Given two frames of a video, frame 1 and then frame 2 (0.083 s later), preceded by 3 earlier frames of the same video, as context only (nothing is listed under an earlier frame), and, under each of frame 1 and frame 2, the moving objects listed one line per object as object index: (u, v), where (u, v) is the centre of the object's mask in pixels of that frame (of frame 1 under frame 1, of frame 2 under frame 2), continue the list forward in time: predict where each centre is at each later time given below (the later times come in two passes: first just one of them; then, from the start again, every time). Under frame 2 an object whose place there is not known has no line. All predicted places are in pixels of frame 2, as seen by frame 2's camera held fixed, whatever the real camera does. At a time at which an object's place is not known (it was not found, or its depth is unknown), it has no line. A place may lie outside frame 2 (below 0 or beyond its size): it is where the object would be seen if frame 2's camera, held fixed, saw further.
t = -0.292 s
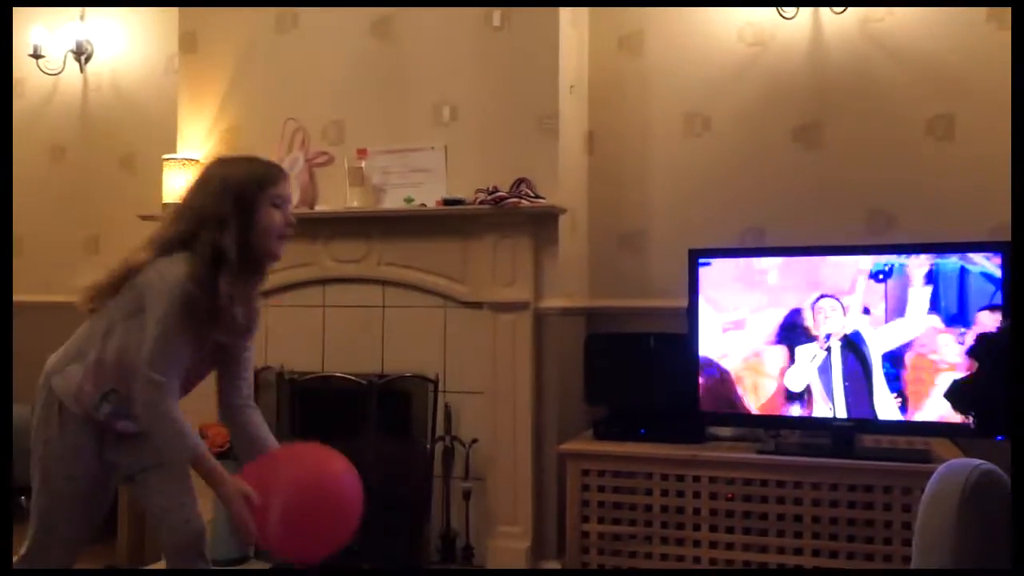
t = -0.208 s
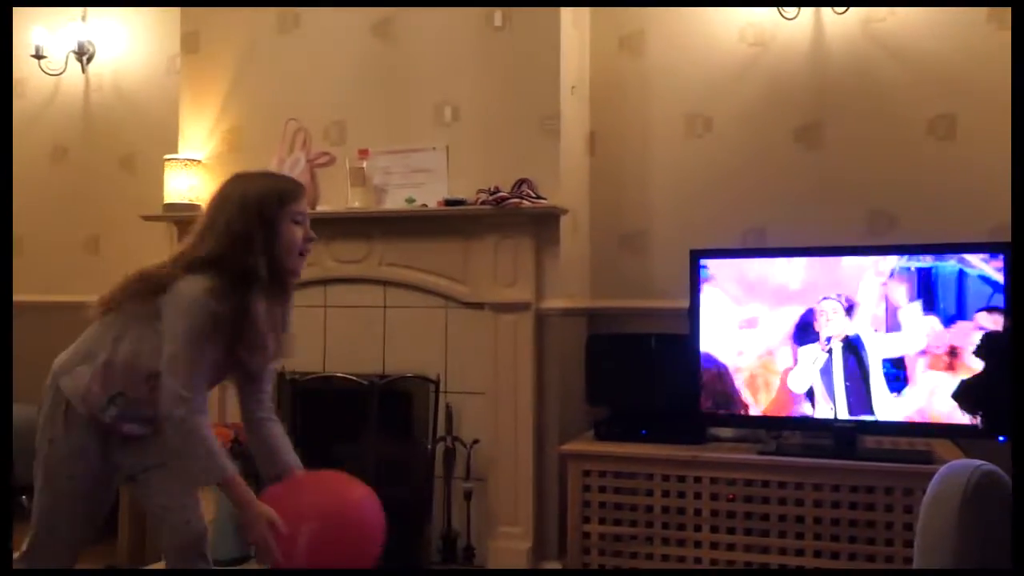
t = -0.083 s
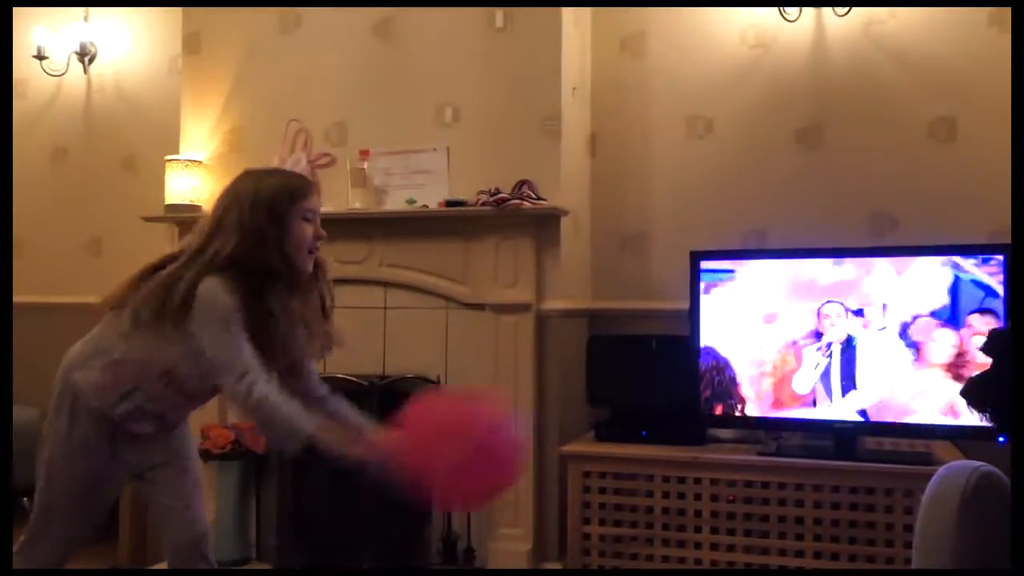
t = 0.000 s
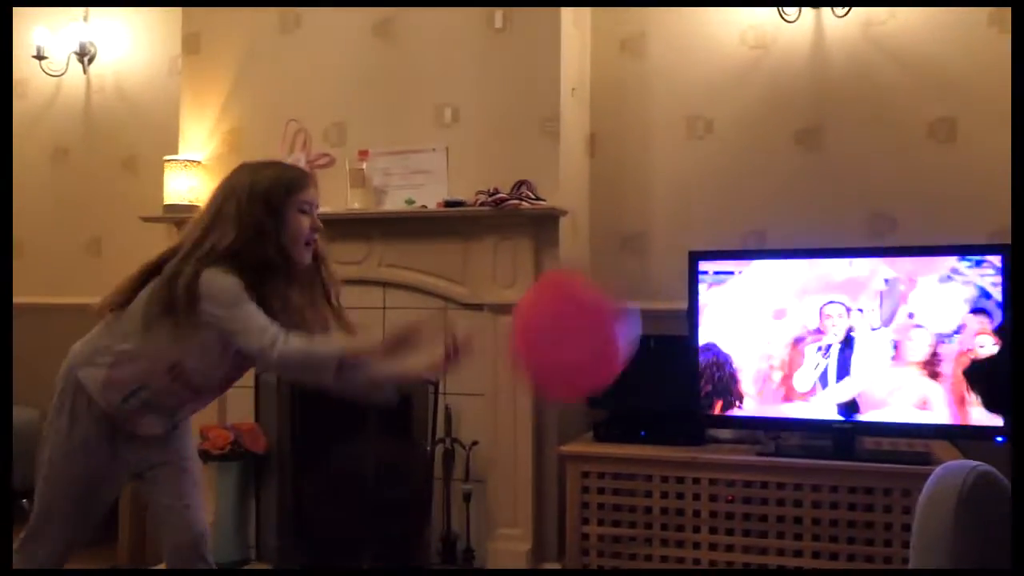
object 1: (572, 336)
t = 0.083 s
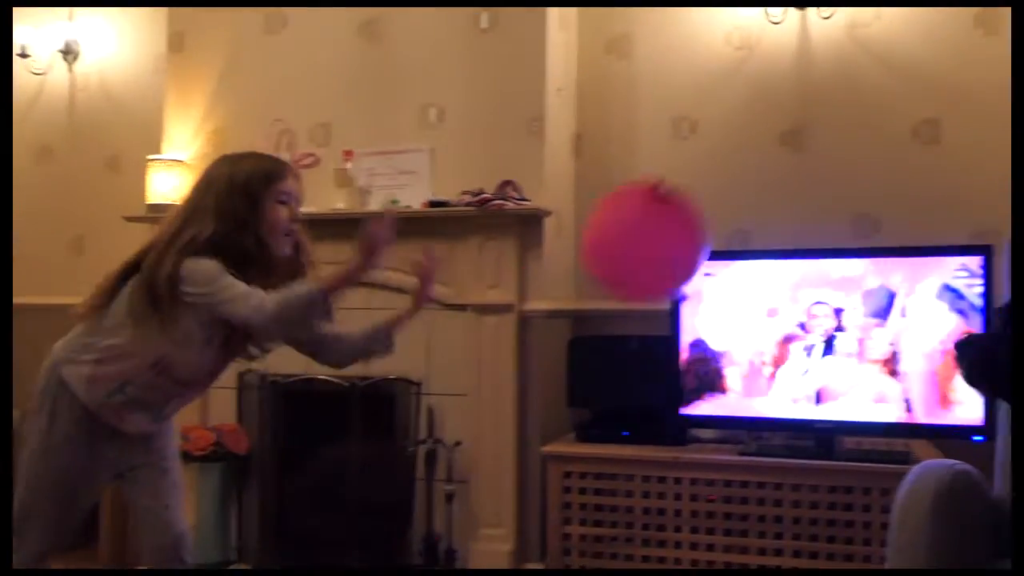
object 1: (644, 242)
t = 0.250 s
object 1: (776, 105)
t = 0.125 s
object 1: (684, 201)
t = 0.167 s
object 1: (720, 166)
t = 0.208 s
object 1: (750, 134)
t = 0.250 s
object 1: (776, 105)
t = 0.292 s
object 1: (798, 81)
